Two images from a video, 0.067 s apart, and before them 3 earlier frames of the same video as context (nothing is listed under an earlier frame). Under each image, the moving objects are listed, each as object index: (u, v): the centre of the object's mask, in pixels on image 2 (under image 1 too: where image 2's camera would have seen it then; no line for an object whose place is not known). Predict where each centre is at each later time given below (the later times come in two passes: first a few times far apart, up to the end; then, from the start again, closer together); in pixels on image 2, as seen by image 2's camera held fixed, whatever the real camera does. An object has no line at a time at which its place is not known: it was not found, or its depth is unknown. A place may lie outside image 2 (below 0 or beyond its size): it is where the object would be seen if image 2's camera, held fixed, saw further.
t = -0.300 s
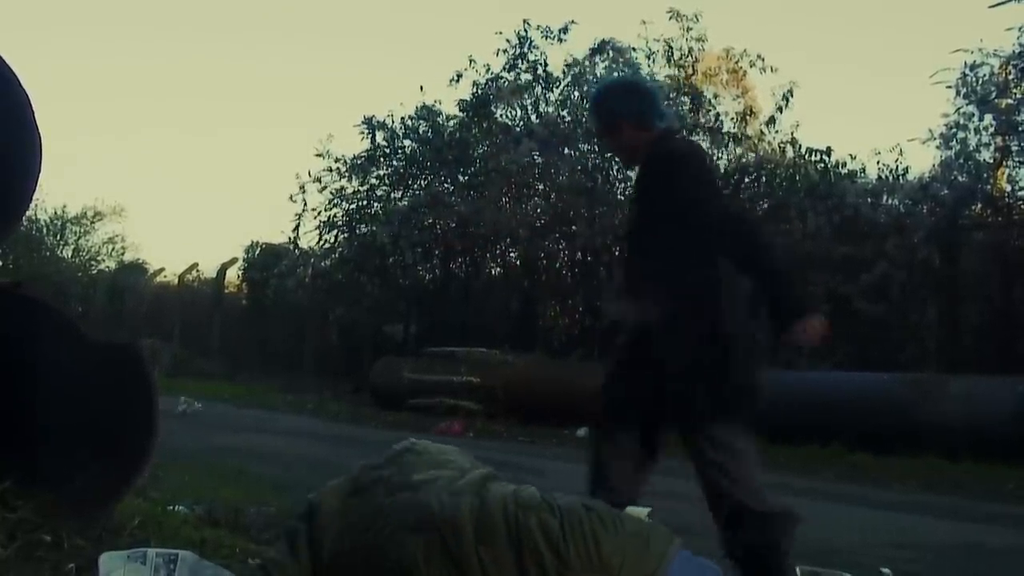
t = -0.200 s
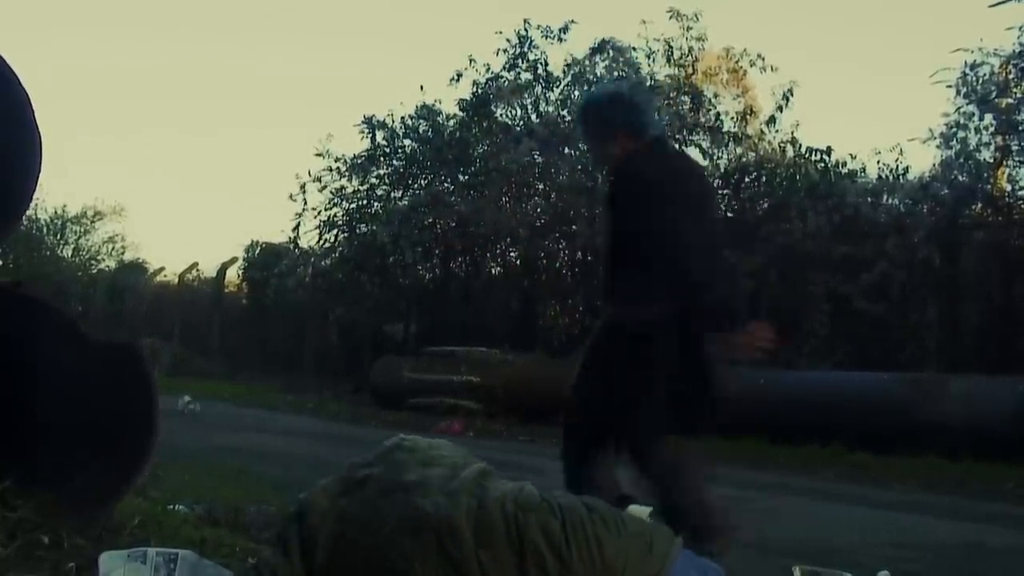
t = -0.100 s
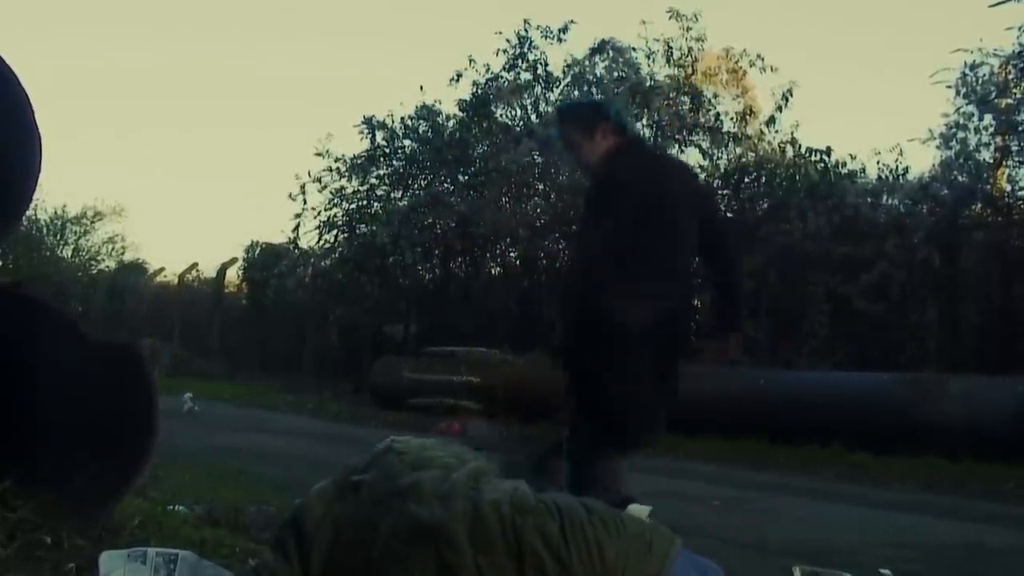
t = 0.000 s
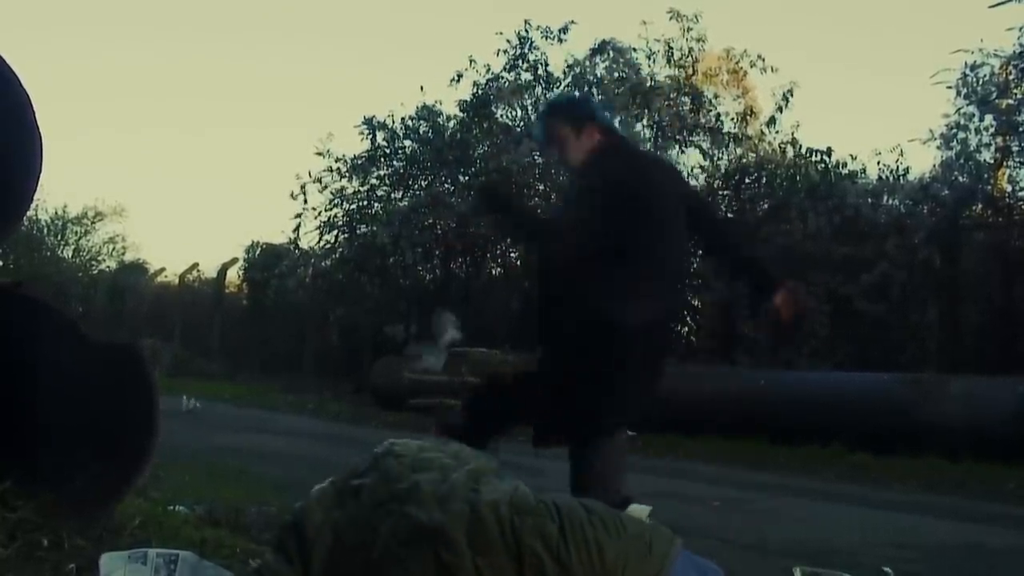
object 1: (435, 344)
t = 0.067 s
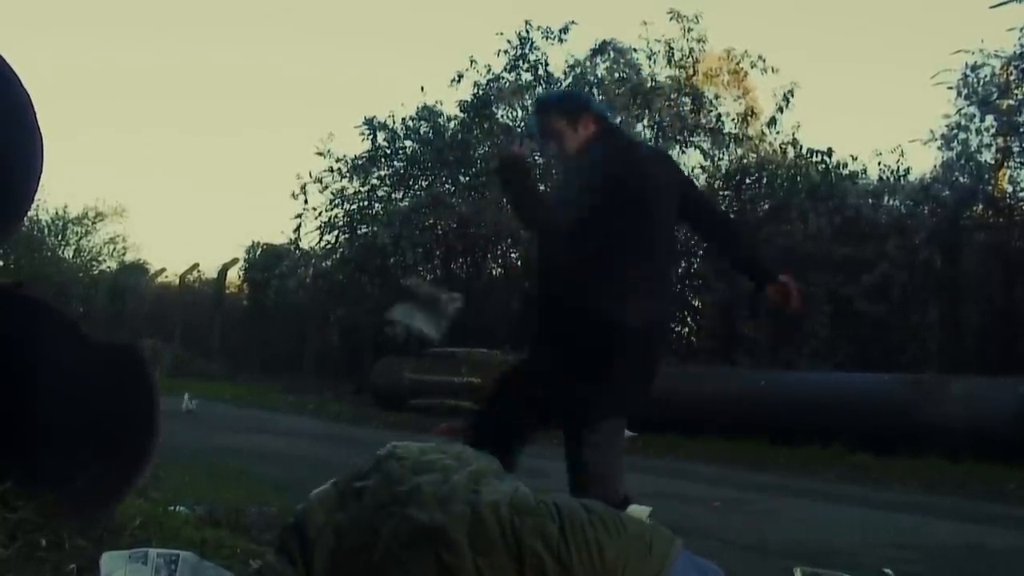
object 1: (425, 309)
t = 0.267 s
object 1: (377, 260)
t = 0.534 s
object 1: (319, 289)
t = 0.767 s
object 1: (305, 343)
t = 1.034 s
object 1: (274, 444)
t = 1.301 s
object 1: (265, 478)
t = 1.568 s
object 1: (265, 478)
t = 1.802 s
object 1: (265, 478)
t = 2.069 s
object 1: (265, 478)
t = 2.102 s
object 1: (265, 478)
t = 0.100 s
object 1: (419, 297)
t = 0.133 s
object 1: (411, 285)
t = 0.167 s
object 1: (401, 275)
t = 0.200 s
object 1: (395, 268)
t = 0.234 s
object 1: (387, 264)
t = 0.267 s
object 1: (377, 260)
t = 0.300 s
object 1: (370, 260)
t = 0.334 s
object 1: (361, 261)
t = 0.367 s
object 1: (352, 265)
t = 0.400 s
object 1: (343, 267)
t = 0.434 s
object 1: (333, 273)
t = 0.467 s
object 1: (328, 281)
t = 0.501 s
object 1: (325, 287)
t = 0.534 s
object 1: (319, 289)
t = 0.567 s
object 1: (312, 294)
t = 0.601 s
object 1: (309, 301)
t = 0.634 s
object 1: (314, 316)
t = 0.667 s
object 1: (312, 325)
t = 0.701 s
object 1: (315, 331)
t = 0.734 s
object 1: (311, 336)
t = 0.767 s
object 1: (305, 343)
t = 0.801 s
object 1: (302, 351)
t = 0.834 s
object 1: (297, 359)
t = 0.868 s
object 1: (292, 371)
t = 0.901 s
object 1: (289, 383)
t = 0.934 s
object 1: (284, 396)
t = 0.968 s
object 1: (281, 411)
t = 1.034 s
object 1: (274, 444)
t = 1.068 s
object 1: (271, 461)
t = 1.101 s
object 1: (266, 467)
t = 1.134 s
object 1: (265, 473)
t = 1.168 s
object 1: (265, 477)
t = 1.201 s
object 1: (264, 477)
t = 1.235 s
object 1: (264, 477)
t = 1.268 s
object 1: (264, 478)
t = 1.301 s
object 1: (265, 478)
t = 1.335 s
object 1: (265, 478)
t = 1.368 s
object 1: (265, 478)
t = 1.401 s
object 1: (265, 478)
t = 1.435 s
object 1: (265, 478)
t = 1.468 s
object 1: (265, 477)
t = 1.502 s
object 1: (265, 478)
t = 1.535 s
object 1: (265, 478)
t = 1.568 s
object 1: (265, 478)
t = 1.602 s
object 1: (265, 478)
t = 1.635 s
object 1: (265, 478)
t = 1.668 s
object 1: (265, 478)
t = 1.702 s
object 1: (265, 478)
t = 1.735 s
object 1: (265, 478)
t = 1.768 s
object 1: (265, 478)
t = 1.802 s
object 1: (265, 478)
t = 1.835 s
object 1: (265, 478)
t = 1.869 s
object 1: (265, 478)
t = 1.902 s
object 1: (265, 478)
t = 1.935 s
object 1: (265, 478)
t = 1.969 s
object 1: (265, 478)
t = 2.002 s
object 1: (265, 478)
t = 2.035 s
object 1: (265, 478)
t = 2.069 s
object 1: (265, 478)
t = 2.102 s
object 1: (265, 478)
